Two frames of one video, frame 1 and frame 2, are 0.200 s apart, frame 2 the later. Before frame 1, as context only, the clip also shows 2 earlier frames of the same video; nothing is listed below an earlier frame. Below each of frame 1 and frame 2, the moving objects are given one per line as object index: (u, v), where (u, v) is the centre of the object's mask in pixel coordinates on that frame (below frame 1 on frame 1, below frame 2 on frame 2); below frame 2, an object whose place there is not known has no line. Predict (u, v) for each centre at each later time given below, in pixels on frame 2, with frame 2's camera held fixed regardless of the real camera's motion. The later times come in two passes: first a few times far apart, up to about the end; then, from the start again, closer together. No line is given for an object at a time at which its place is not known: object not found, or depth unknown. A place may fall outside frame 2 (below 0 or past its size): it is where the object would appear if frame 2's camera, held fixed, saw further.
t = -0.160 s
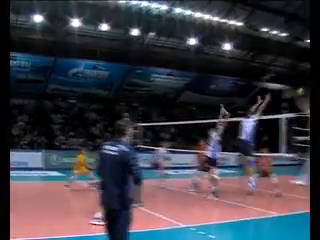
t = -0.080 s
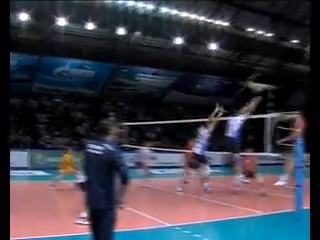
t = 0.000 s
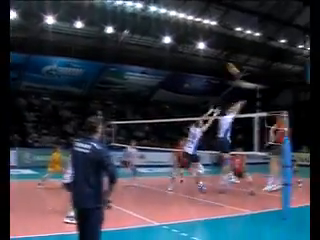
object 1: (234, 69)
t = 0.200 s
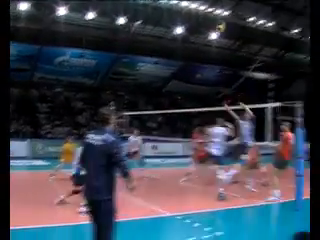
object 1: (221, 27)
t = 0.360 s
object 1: (199, 11)
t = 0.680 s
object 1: (140, 17)
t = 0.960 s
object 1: (76, 90)
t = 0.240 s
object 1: (215, 22)
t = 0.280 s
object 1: (209, 18)
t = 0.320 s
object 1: (203, 14)
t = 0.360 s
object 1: (199, 11)
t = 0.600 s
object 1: (156, 10)
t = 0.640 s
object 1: (148, 12)
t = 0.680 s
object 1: (140, 17)
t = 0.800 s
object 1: (113, 39)
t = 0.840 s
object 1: (105, 47)
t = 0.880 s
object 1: (94, 60)
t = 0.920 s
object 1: (85, 72)
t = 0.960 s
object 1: (76, 90)
